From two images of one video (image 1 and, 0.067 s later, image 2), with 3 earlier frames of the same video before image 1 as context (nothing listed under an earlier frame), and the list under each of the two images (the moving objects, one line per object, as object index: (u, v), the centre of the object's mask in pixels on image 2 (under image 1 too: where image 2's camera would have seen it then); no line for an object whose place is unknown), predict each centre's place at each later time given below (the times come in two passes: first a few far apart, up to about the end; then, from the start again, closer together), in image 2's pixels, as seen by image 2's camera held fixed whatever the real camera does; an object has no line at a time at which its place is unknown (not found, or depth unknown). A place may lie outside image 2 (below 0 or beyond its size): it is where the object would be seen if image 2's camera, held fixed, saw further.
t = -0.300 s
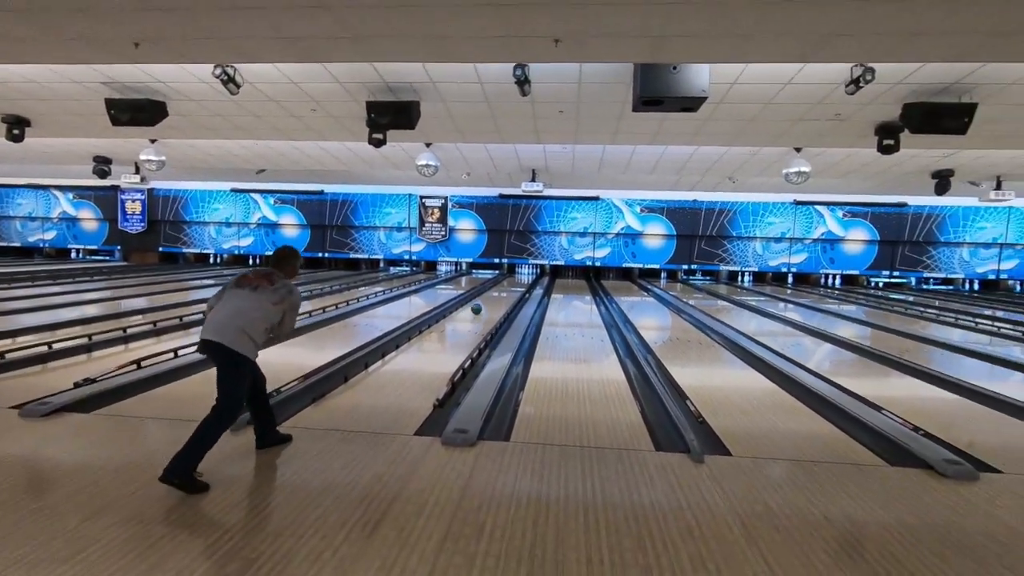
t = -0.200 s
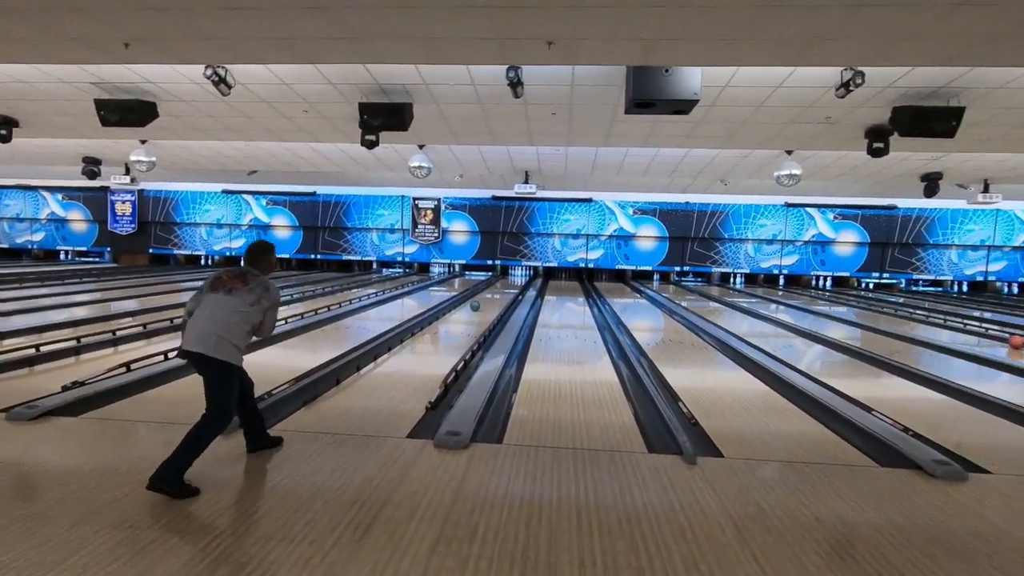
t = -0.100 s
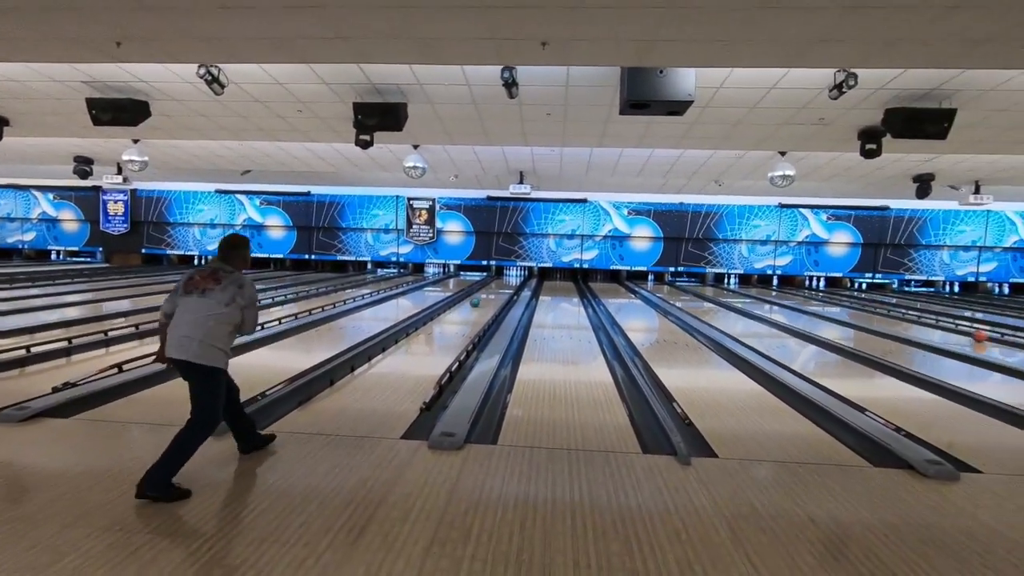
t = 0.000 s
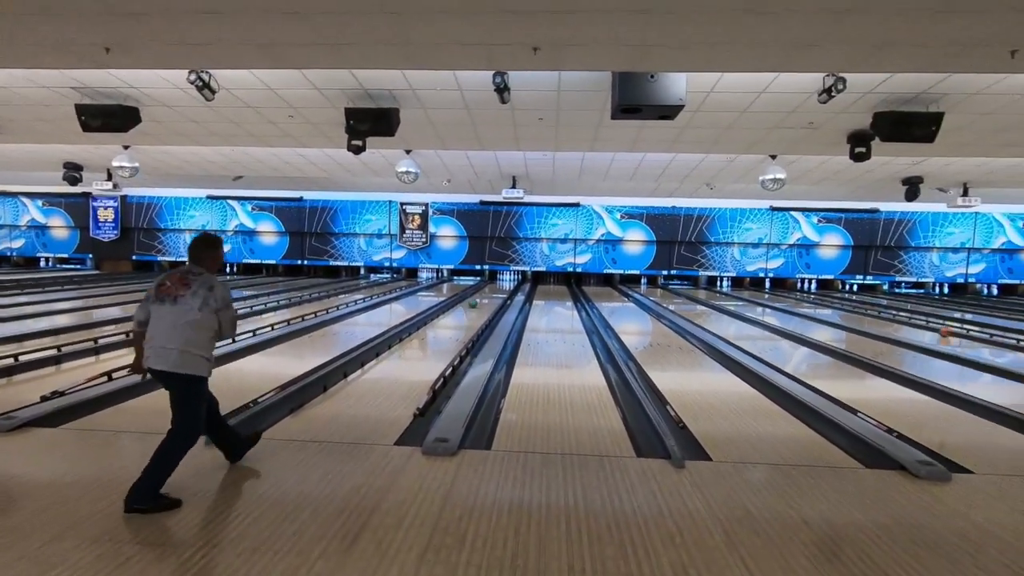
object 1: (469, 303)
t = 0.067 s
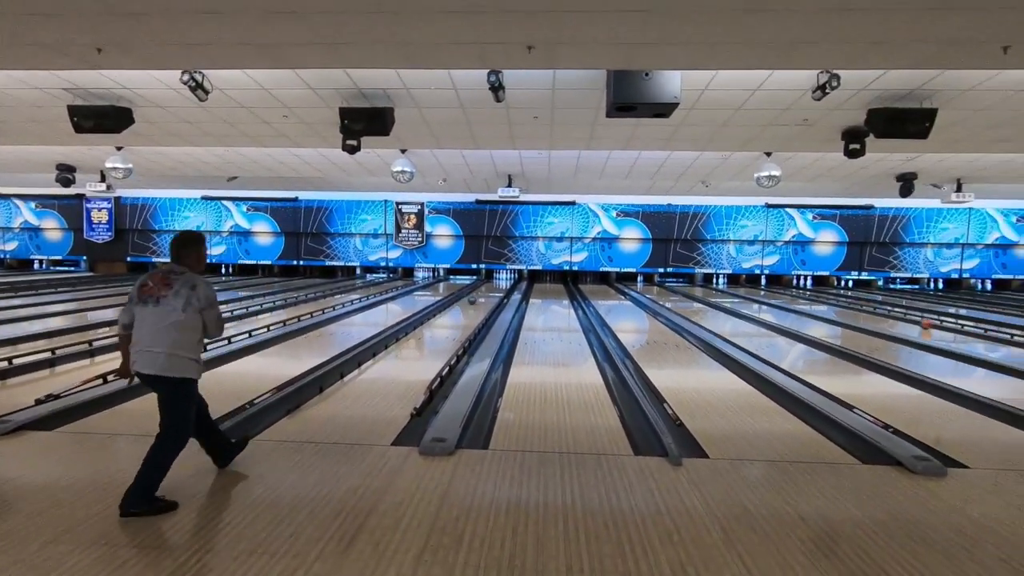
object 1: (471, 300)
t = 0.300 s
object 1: (478, 295)
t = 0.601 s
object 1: (484, 290)
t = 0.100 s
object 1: (472, 299)
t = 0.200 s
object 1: (475, 297)
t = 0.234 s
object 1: (476, 296)
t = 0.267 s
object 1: (477, 295)
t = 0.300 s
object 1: (478, 295)
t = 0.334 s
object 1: (479, 293)
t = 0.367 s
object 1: (479, 293)
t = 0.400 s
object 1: (480, 293)
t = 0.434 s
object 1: (481, 293)
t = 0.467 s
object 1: (482, 292)
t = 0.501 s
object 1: (482, 291)
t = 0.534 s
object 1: (483, 291)
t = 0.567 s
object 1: (483, 290)
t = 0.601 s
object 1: (484, 290)
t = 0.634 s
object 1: (487, 288)
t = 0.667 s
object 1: (487, 288)
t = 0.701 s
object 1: (489, 286)
